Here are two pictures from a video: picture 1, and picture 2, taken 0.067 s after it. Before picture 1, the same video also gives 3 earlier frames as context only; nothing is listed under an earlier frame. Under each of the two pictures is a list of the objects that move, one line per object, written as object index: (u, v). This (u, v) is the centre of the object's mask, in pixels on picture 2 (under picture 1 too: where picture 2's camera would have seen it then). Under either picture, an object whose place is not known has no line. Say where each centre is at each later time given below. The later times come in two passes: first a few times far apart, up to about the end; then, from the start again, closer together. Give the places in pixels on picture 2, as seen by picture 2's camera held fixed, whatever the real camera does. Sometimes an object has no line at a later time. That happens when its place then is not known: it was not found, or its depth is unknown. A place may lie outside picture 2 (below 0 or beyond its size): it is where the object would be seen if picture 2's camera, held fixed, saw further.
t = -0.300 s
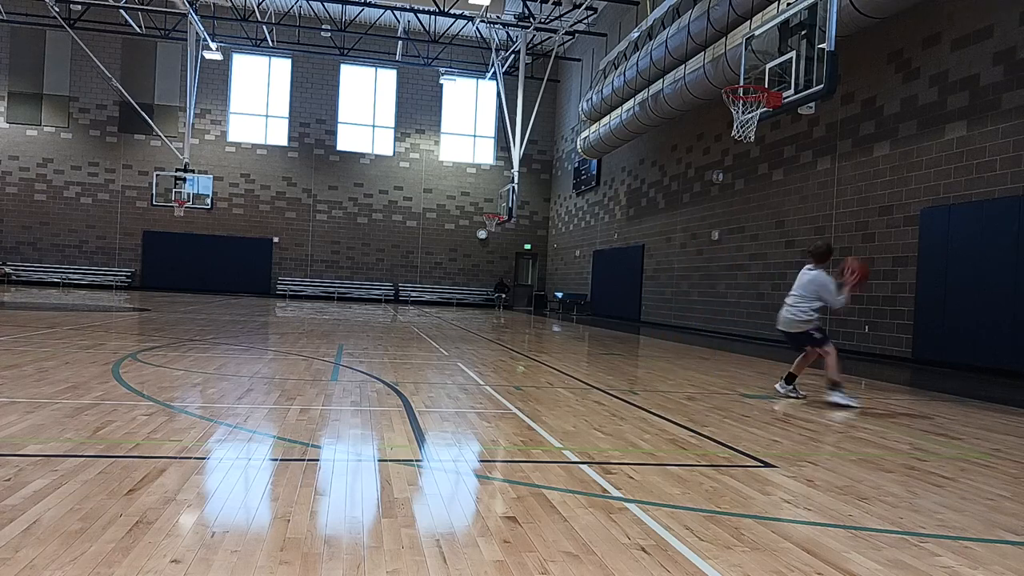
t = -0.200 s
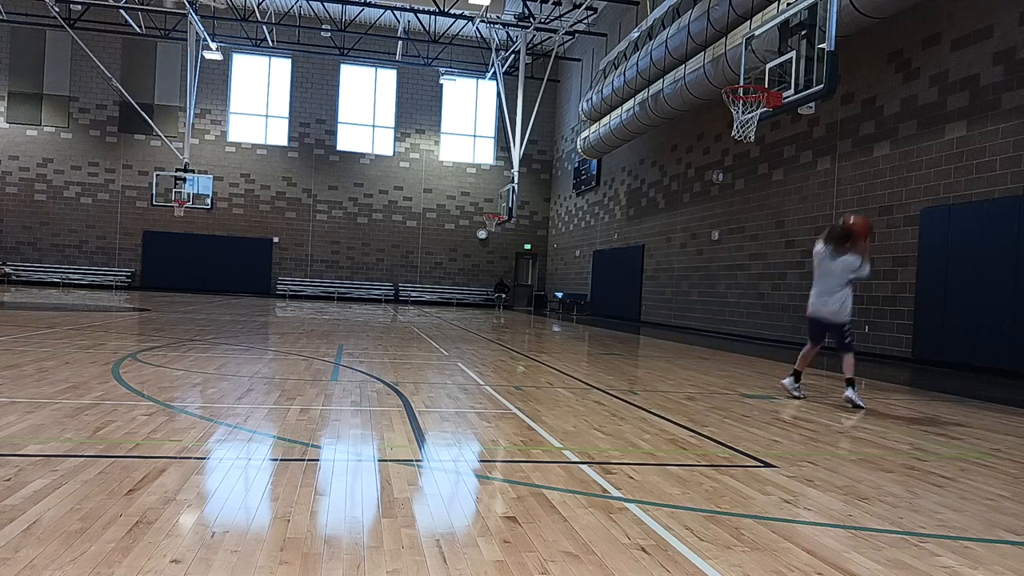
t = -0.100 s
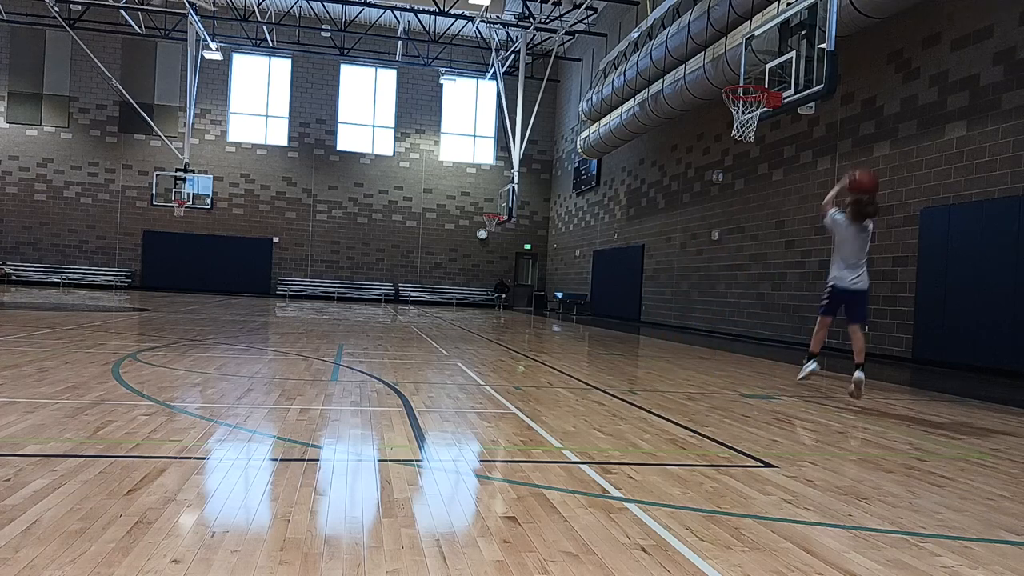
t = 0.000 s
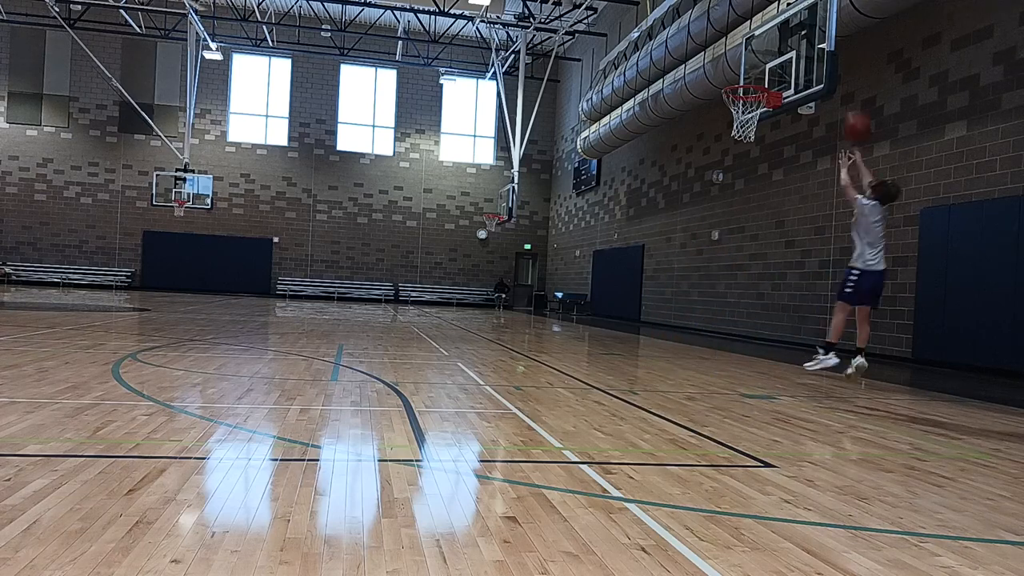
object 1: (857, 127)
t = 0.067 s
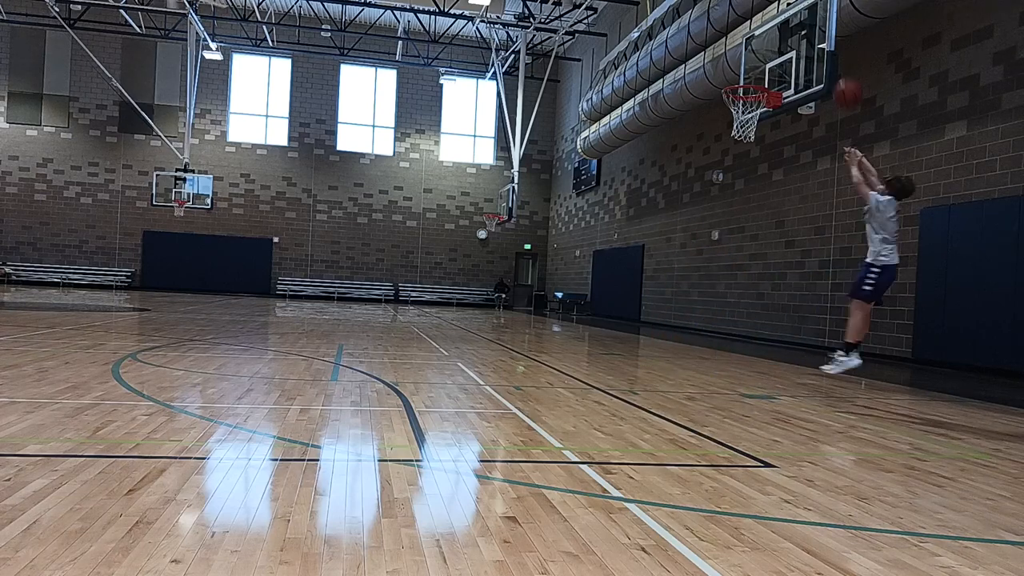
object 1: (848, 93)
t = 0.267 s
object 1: (821, 30)
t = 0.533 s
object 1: (788, 20)
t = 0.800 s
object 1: (755, 72)
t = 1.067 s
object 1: (748, 69)
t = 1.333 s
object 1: (776, 81)
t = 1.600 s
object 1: (780, 91)
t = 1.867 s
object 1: (779, 168)
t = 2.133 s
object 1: (774, 321)
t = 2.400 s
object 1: (785, 280)
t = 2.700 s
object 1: (801, 205)
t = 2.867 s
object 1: (808, 202)
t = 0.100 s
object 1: (843, 80)
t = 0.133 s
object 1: (839, 66)
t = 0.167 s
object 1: (834, 57)
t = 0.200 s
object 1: (831, 47)
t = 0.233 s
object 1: (825, 37)
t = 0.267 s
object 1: (821, 30)
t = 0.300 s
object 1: (817, 25)
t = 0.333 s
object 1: (813, 20)
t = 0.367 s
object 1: (809, 17)
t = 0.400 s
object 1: (805, 15)
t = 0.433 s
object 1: (801, 15)
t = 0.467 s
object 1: (796, 15)
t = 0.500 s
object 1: (792, 16)
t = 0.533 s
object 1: (788, 20)
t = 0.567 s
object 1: (783, 22)
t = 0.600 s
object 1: (780, 27)
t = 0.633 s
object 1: (774, 32)
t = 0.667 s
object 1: (771, 38)
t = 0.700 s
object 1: (768, 46)
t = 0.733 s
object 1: (764, 53)
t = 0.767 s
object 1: (759, 62)
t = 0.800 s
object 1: (755, 72)
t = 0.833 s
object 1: (752, 79)
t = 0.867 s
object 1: (748, 81)
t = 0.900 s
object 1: (744, 80)
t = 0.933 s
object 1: (740, 79)
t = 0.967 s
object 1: (738, 78)
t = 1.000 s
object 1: (741, 75)
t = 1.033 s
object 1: (745, 72)
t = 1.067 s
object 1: (748, 69)
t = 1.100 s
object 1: (751, 67)
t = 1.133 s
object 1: (755, 66)
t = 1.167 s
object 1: (759, 66)
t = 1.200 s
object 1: (763, 67)
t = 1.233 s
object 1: (765, 68)
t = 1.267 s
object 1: (769, 71)
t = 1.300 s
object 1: (772, 76)
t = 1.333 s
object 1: (776, 81)
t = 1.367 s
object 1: (778, 79)
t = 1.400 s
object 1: (778, 79)
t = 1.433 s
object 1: (778, 78)
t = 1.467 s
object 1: (778, 79)
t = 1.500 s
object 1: (779, 80)
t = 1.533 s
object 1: (779, 83)
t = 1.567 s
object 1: (780, 87)
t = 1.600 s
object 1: (780, 91)
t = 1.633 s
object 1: (780, 98)
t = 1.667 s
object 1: (781, 104)
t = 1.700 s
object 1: (780, 113)
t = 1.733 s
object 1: (780, 121)
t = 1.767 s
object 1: (780, 129)
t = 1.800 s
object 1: (780, 142)
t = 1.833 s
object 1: (780, 155)
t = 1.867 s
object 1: (779, 168)
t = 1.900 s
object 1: (779, 183)
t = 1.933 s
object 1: (779, 200)
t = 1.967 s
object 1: (778, 216)
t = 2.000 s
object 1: (778, 235)
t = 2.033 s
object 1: (777, 255)
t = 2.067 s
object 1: (776, 277)
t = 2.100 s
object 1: (775, 299)
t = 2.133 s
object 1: (774, 321)
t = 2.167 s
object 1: (773, 347)
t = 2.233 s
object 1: (774, 357)
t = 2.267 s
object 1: (777, 339)
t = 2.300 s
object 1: (779, 323)
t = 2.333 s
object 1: (780, 308)
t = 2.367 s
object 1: (783, 293)
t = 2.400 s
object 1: (785, 280)
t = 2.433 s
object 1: (788, 267)
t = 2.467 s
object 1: (790, 256)
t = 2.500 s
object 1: (791, 245)
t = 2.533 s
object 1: (793, 236)
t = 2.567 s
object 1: (794, 228)
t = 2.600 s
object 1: (796, 220)
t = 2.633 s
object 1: (798, 214)
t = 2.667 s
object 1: (800, 209)
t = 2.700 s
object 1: (801, 205)
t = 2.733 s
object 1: (802, 203)
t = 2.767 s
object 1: (804, 201)
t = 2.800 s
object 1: (806, 201)
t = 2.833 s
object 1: (807, 201)
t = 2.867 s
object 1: (808, 202)
